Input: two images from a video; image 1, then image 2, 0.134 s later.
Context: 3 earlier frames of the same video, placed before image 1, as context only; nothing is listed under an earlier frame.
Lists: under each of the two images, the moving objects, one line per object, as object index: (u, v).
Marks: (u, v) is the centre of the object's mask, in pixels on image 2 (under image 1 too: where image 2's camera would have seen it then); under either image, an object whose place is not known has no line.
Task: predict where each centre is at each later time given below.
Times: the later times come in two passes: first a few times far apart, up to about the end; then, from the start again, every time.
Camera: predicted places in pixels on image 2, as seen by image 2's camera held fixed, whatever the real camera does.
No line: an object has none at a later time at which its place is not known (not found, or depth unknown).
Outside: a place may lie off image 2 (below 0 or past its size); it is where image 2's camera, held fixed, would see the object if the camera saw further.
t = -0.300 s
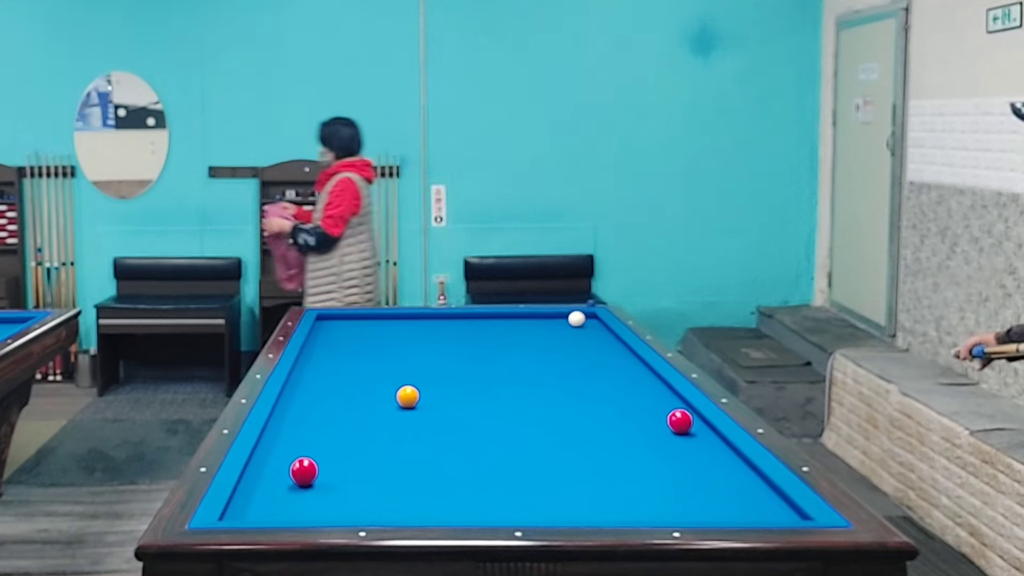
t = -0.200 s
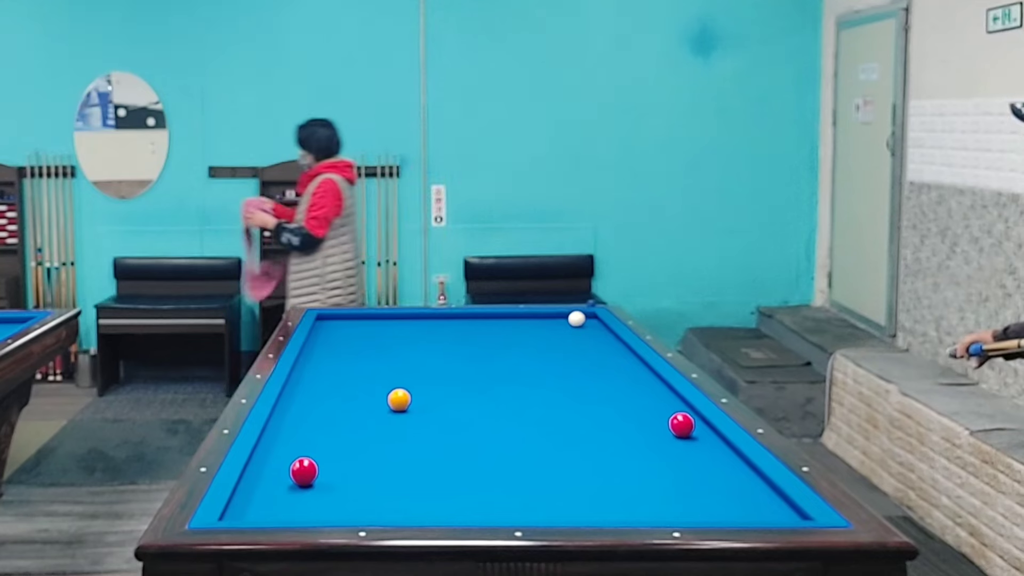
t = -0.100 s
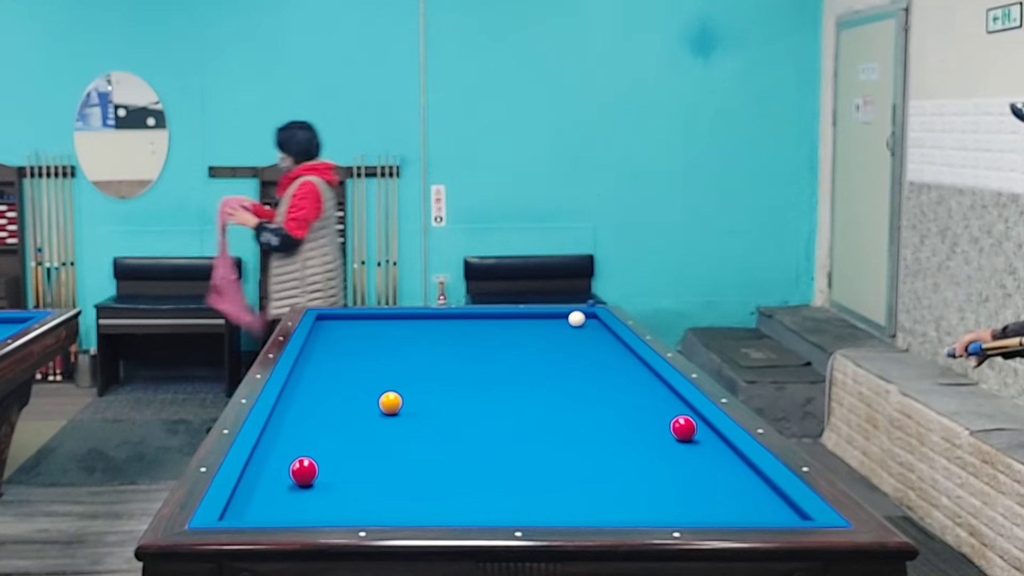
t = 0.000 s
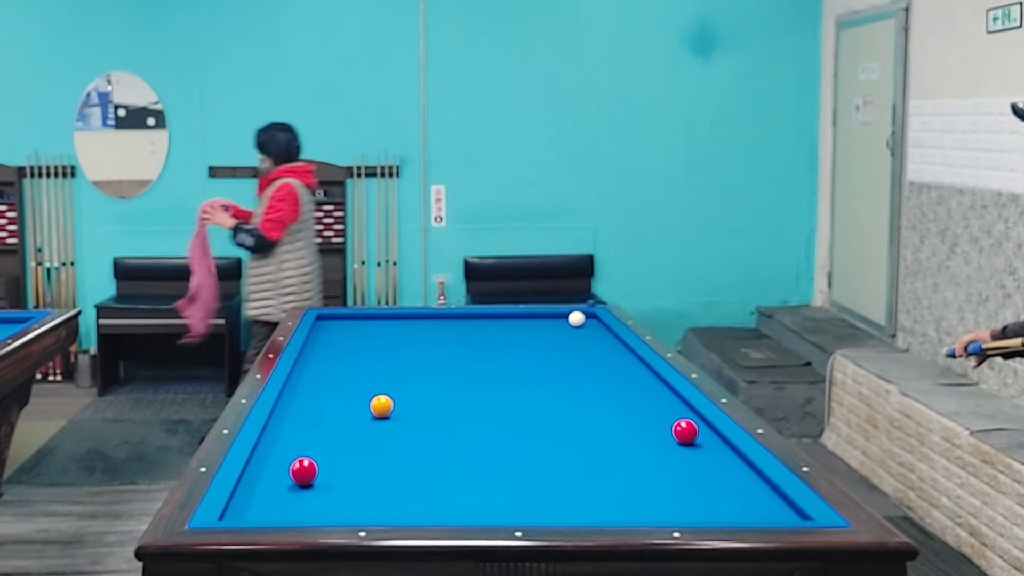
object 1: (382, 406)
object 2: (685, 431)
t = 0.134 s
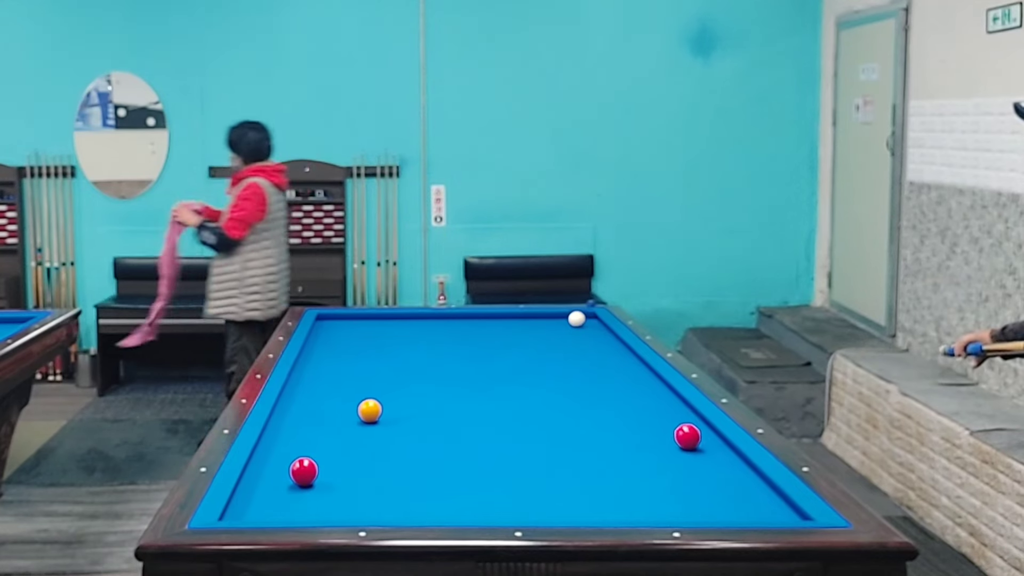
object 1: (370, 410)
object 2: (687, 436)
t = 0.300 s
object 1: (354, 416)
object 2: (690, 442)
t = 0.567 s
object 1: (329, 425)
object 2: (695, 452)
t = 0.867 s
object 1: (301, 436)
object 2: (701, 463)
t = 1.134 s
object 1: (274, 447)
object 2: (706, 473)
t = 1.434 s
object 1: (271, 456)
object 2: (711, 484)
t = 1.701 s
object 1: (279, 464)
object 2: (715, 494)
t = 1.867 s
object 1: (281, 468)
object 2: (719, 500)
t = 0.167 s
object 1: (367, 411)
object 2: (688, 437)
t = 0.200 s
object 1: (364, 413)
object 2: (689, 439)
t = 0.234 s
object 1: (361, 414)
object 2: (689, 440)
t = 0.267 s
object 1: (358, 415)
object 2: (690, 441)
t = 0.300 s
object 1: (354, 416)
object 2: (690, 442)
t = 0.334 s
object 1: (351, 417)
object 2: (691, 443)
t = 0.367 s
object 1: (348, 419)
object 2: (691, 445)
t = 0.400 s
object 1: (345, 419)
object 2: (692, 446)
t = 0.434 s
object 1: (342, 421)
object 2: (693, 447)
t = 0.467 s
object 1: (339, 422)
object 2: (693, 448)
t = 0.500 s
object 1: (336, 423)
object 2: (694, 449)
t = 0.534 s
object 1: (333, 424)
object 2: (695, 451)
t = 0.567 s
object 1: (329, 425)
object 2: (695, 452)
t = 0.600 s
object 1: (326, 427)
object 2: (696, 453)
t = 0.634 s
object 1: (323, 428)
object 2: (696, 454)
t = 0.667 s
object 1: (320, 429)
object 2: (697, 456)
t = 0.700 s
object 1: (317, 430)
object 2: (698, 457)
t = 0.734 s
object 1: (313, 431)
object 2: (698, 458)
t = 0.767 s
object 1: (310, 433)
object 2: (699, 459)
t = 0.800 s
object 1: (307, 434)
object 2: (700, 460)
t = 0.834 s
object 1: (304, 435)
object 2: (700, 462)
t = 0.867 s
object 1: (301, 436)
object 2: (701, 463)
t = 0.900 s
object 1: (297, 438)
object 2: (701, 464)
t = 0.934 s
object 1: (294, 439)
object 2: (702, 465)
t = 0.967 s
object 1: (290, 440)
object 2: (703, 466)
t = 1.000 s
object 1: (287, 441)
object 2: (703, 468)
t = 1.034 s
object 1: (284, 443)
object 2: (704, 469)
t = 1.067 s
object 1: (281, 444)
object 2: (704, 470)
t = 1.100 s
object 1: (277, 445)
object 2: (705, 471)
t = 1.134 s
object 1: (274, 447)
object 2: (706, 473)
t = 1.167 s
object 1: (271, 448)
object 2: (706, 474)
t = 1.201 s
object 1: (267, 449)
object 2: (707, 475)
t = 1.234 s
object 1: (265, 450)
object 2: (707, 476)
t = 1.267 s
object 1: (266, 451)
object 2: (708, 478)
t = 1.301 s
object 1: (267, 452)
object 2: (708, 479)
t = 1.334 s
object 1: (268, 453)
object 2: (709, 480)
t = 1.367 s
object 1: (269, 454)
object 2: (710, 481)
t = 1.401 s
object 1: (270, 455)
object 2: (710, 482)
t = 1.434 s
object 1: (271, 456)
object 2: (711, 484)
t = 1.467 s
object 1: (272, 457)
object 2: (711, 485)
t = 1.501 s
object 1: (273, 458)
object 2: (712, 486)
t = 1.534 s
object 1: (274, 459)
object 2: (713, 487)
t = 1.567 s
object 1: (275, 460)
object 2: (713, 489)
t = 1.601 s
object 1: (276, 461)
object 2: (714, 490)
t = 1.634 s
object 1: (277, 462)
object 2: (714, 491)
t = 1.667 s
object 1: (278, 463)
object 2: (715, 492)
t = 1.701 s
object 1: (279, 464)
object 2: (715, 494)
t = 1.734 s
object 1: (279, 465)
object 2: (716, 495)
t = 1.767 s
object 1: (280, 465)
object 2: (717, 496)
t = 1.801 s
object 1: (281, 466)
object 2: (717, 497)
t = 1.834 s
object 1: (281, 467)
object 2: (718, 499)
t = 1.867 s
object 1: (281, 468)
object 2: (719, 500)
